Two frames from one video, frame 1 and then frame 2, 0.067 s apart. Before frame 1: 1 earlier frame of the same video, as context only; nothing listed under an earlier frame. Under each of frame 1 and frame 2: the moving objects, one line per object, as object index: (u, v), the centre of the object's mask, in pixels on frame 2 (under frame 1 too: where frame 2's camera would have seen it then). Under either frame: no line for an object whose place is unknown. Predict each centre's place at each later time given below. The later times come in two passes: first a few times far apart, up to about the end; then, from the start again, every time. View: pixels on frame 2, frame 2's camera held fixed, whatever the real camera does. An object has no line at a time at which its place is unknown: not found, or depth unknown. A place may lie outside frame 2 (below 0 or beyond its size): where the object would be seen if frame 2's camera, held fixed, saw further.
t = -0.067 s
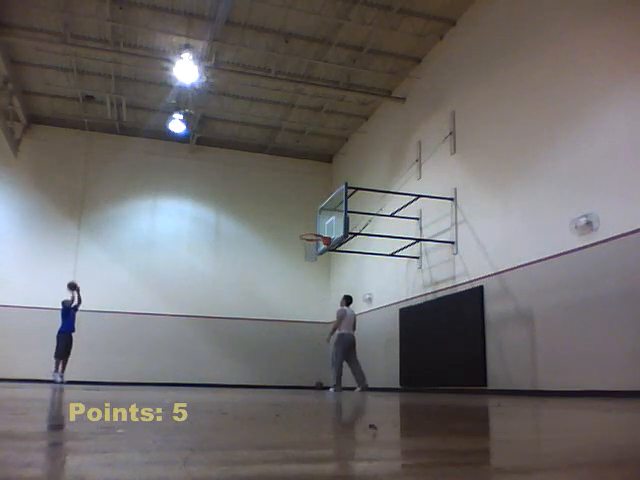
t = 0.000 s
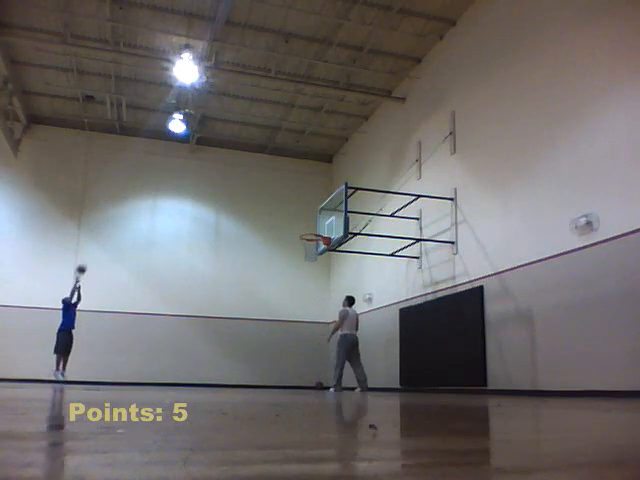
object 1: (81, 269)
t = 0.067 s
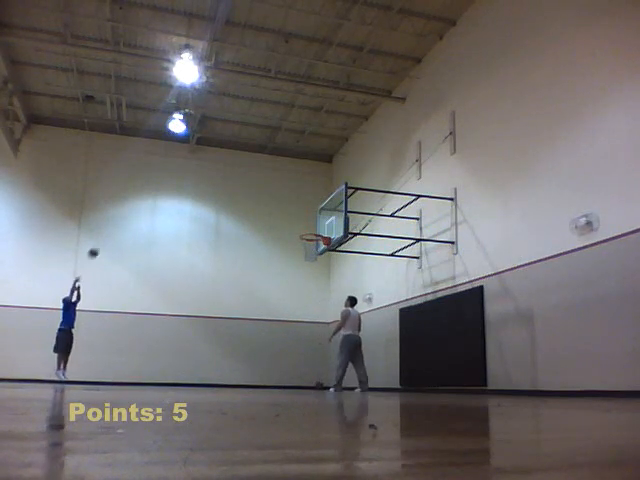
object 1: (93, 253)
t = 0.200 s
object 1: (117, 223)
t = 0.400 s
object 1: (152, 191)
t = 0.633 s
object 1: (191, 173)
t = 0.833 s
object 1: (226, 174)
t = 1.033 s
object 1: (262, 192)
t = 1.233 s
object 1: (298, 228)
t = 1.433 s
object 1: (317, 221)
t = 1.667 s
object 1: (318, 206)
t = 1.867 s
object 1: (317, 211)
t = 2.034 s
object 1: (316, 230)
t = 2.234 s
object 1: (312, 243)
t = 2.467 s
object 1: (293, 264)
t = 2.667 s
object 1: (277, 303)
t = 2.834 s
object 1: (262, 351)
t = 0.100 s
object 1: (99, 244)
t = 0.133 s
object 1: (105, 237)
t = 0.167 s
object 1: (111, 230)
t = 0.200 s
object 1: (117, 223)
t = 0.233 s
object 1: (123, 217)
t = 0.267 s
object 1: (129, 211)
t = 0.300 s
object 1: (134, 205)
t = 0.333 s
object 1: (140, 200)
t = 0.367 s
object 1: (146, 195)
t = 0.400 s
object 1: (152, 191)
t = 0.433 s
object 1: (157, 188)
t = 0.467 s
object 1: (163, 184)
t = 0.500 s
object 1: (168, 181)
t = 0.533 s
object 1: (174, 178)
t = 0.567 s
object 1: (180, 176)
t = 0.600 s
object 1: (186, 174)
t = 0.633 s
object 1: (191, 173)
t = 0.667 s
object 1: (197, 172)
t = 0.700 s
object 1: (203, 172)
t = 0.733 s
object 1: (209, 172)
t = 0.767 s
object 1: (214, 172)
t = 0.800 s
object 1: (220, 173)
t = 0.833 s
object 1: (226, 174)
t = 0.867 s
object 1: (232, 176)
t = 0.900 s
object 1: (237, 178)
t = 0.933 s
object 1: (244, 181)
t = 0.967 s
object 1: (249, 184)
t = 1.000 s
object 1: (256, 188)
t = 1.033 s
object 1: (262, 192)
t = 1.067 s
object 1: (268, 197)
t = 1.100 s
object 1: (274, 202)
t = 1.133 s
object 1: (280, 208)
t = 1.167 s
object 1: (286, 214)
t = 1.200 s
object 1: (292, 221)
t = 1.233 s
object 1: (298, 228)
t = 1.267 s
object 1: (303, 232)
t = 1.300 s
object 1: (309, 231)
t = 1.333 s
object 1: (315, 231)
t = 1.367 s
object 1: (317, 230)
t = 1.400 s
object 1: (318, 225)
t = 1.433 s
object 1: (317, 221)
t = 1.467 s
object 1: (317, 217)
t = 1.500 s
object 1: (317, 214)
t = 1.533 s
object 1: (318, 211)
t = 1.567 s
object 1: (318, 209)
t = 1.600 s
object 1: (318, 208)
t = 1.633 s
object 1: (317, 206)
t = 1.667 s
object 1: (318, 206)
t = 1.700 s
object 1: (317, 206)
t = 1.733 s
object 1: (317, 206)
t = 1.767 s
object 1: (317, 206)
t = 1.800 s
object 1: (317, 208)
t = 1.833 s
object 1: (317, 209)
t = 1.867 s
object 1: (317, 211)
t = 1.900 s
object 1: (317, 214)
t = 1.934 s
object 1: (316, 217)
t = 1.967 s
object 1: (316, 221)
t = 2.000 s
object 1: (316, 225)
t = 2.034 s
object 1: (316, 230)
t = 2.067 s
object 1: (316, 235)
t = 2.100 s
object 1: (316, 236)
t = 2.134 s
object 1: (317, 238)
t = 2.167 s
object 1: (317, 240)
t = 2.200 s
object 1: (314, 242)
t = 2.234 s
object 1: (312, 243)
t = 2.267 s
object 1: (309, 244)
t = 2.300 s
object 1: (307, 246)
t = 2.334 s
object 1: (304, 249)
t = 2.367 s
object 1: (301, 252)
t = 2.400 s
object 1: (299, 255)
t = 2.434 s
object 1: (296, 259)
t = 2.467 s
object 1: (293, 264)
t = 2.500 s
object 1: (290, 269)
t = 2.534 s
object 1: (288, 275)
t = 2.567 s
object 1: (285, 281)
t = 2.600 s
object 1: (282, 288)
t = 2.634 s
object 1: (280, 295)
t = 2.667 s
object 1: (277, 303)
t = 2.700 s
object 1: (274, 311)
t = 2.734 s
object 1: (271, 320)
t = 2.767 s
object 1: (268, 329)
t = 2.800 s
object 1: (265, 340)
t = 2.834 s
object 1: (262, 351)
